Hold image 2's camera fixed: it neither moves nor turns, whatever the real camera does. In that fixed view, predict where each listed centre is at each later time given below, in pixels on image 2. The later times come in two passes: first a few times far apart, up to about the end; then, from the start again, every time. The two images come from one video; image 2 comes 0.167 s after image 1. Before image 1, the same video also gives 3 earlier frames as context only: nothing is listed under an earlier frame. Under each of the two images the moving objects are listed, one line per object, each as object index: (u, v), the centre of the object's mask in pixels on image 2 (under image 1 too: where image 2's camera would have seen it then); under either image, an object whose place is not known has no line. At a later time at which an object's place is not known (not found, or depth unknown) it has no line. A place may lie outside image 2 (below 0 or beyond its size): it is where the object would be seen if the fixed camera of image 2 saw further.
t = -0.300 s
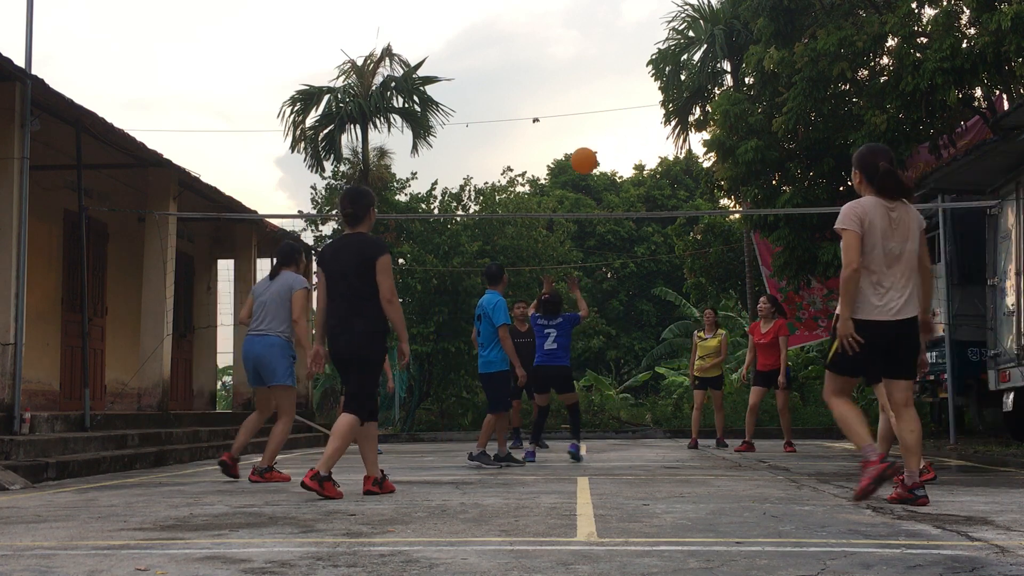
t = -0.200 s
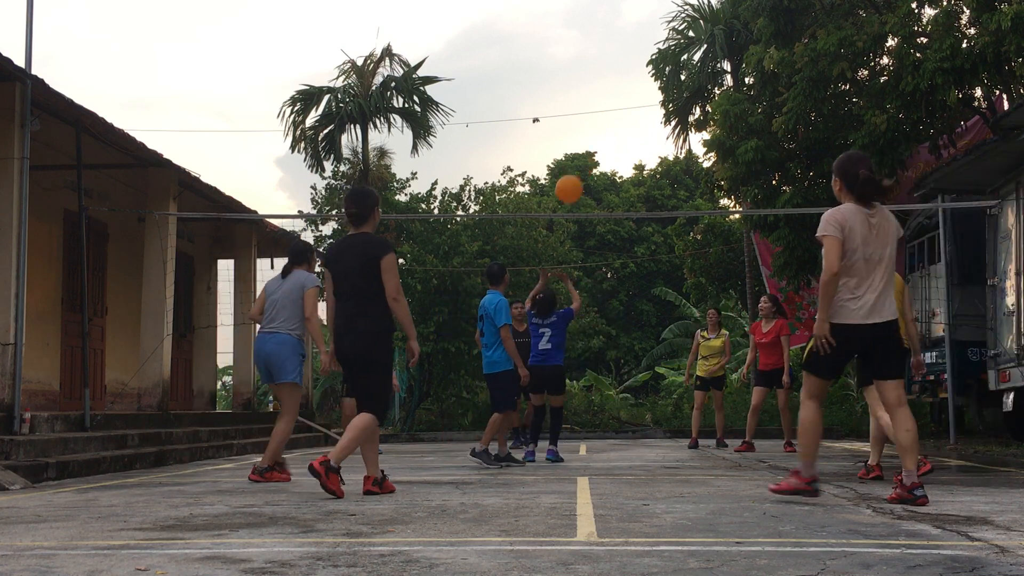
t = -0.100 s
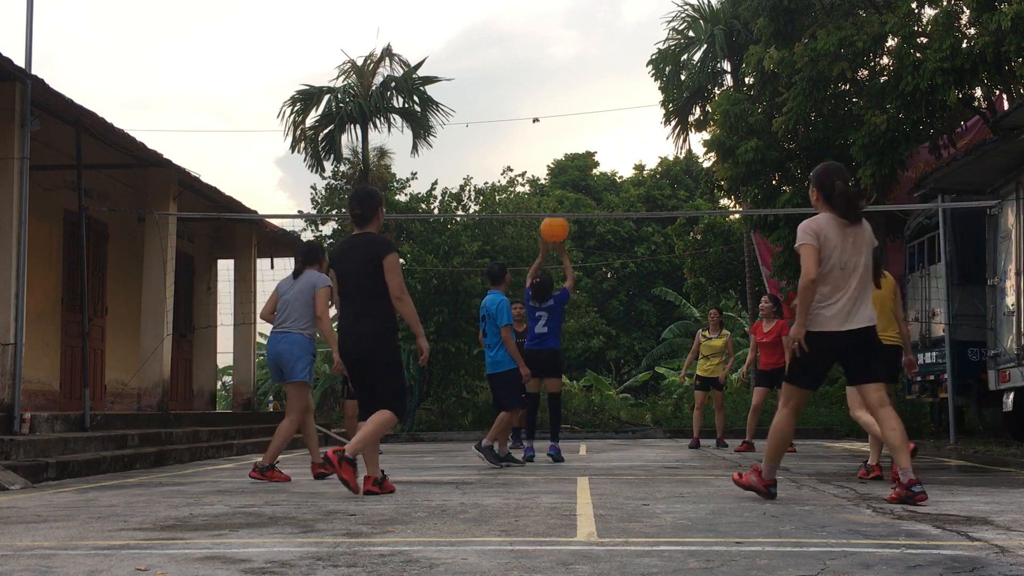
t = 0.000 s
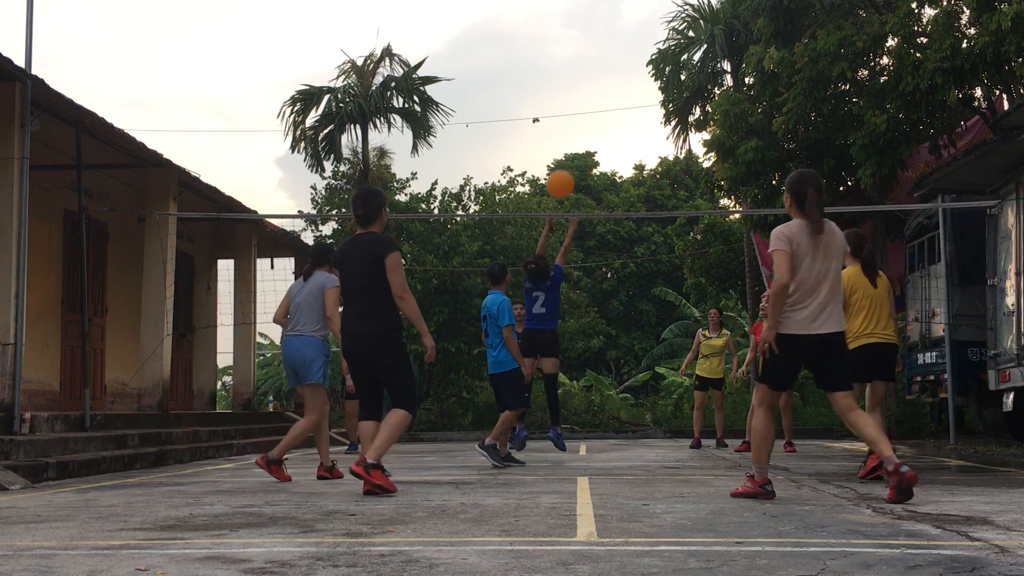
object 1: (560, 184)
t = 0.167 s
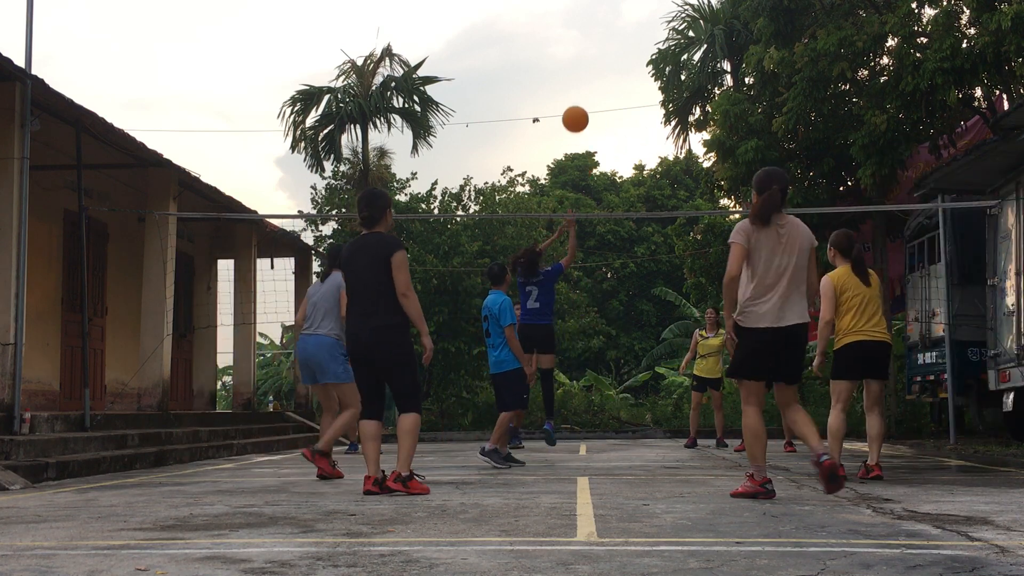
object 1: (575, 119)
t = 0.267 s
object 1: (584, 95)
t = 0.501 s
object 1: (606, 78)
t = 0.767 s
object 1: (630, 125)
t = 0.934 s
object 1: (646, 185)
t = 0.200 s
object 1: (578, 110)
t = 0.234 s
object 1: (581, 102)
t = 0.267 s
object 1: (584, 95)
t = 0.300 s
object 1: (588, 89)
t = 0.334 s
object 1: (591, 84)
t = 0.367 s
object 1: (594, 81)
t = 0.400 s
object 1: (597, 79)
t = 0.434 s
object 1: (600, 77)
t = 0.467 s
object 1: (603, 77)
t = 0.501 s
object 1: (606, 78)
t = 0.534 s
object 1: (609, 80)
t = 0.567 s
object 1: (612, 83)
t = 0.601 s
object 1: (615, 88)
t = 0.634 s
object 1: (618, 93)
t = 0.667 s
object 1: (621, 100)
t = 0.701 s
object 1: (624, 107)
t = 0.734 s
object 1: (627, 115)
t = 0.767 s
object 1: (630, 125)
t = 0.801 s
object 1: (633, 135)
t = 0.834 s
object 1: (636, 146)
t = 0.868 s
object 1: (639, 158)
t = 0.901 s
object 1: (643, 172)
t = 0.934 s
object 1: (646, 185)
